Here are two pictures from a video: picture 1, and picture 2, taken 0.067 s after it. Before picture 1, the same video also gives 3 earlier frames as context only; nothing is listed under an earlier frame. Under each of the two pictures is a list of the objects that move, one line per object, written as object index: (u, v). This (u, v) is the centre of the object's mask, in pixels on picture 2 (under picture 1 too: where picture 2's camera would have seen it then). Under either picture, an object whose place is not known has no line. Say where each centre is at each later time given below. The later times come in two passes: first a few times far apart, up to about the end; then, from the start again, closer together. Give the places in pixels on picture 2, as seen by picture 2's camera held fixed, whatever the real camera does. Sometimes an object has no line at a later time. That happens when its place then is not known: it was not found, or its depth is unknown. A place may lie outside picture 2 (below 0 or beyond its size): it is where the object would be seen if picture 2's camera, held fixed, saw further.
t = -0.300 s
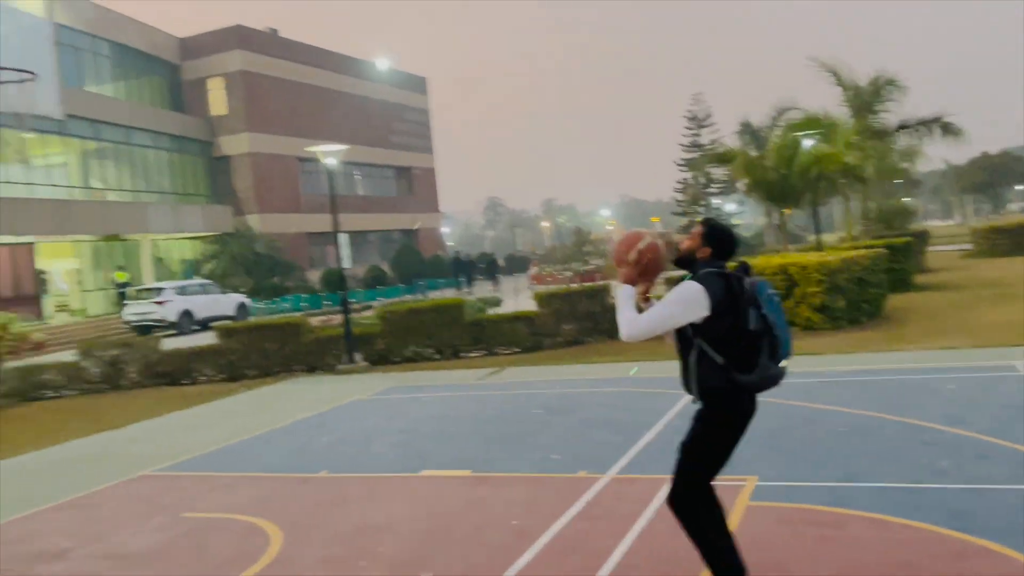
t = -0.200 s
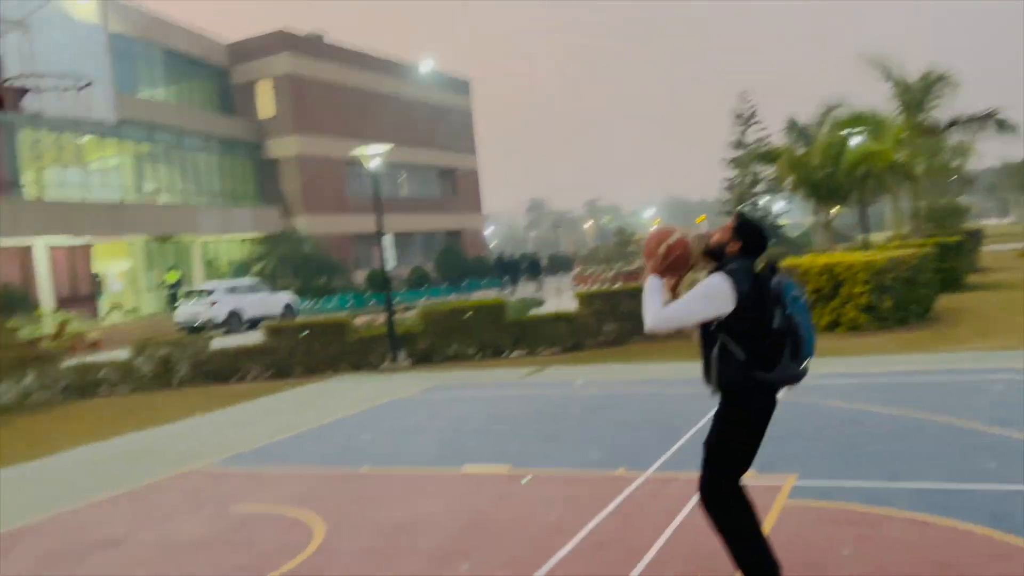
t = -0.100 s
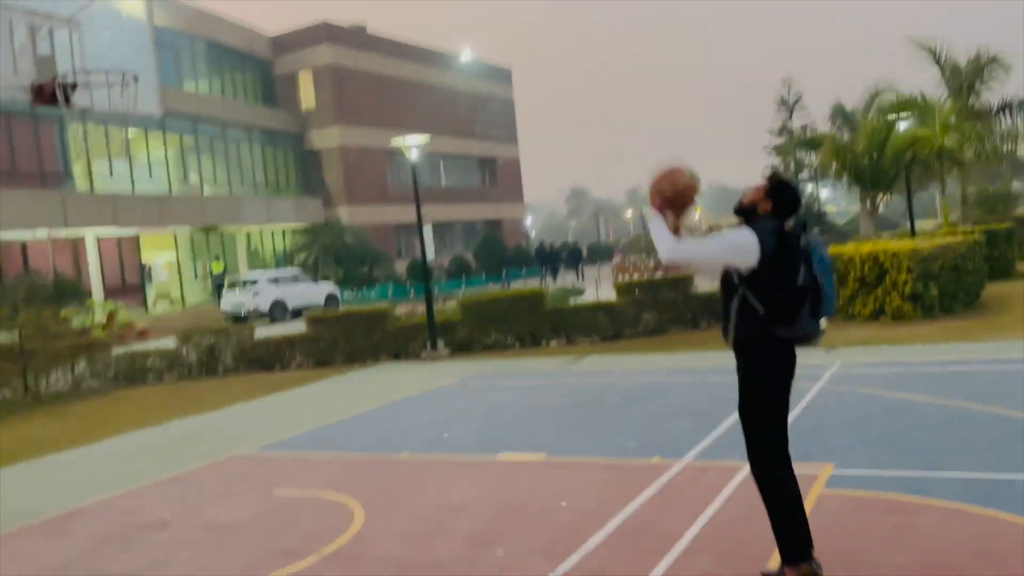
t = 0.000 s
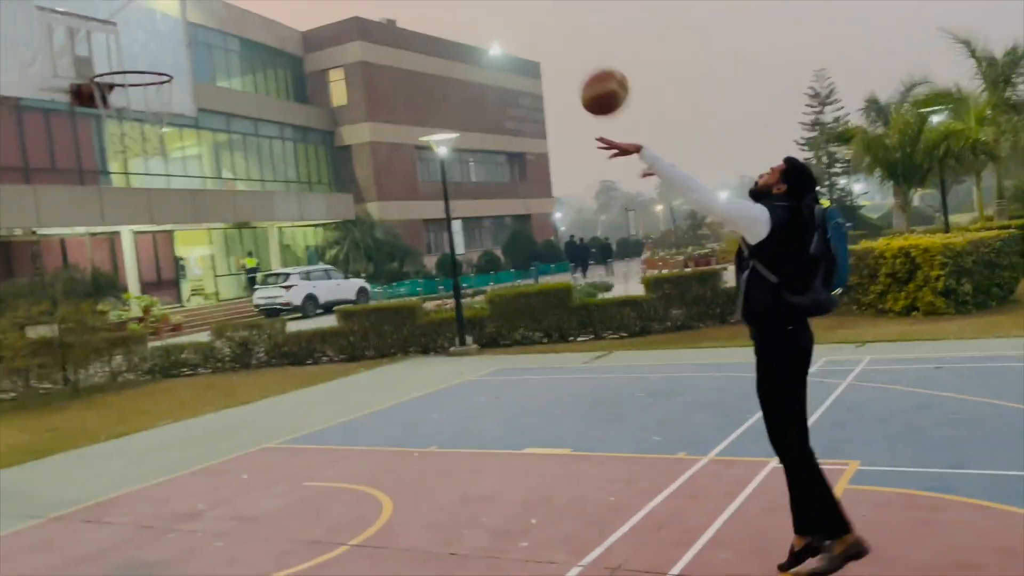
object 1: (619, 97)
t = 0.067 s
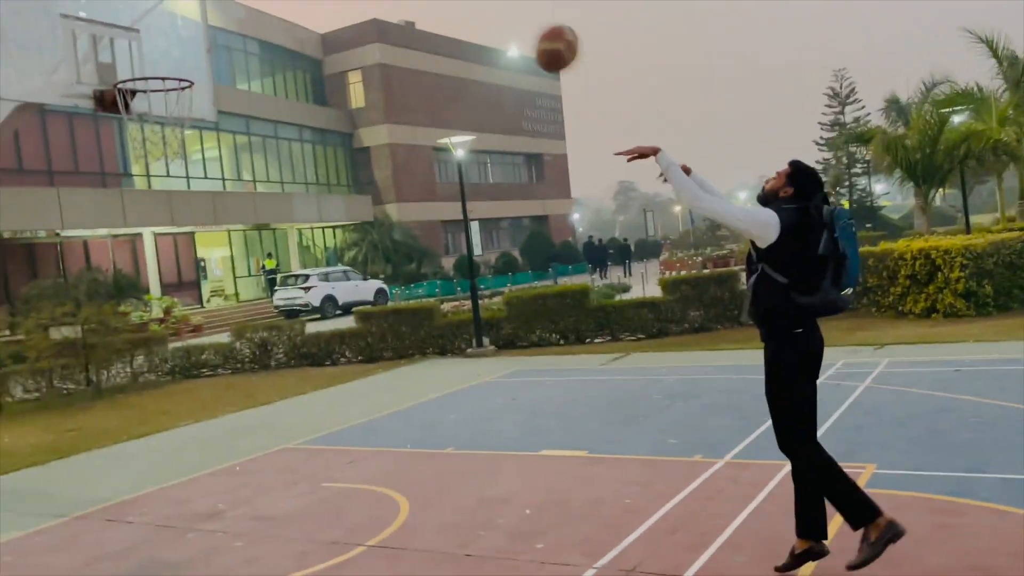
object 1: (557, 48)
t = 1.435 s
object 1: (249, 87)
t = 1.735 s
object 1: (333, 311)
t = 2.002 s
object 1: (377, 420)
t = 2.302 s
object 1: (353, 228)
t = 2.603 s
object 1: (348, 175)
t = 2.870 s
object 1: (355, 243)
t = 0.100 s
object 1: (527, 29)
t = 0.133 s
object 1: (498, 14)
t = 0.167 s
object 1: (471, 6)
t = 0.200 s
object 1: (446, -3)
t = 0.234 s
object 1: (421, -11)
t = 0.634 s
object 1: (191, 25)
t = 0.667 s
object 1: (178, 38)
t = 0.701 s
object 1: (163, 53)
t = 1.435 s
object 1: (249, 87)
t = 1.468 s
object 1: (258, 106)
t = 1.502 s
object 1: (266, 126)
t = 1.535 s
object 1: (276, 147)
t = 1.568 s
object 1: (286, 170)
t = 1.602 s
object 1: (293, 197)
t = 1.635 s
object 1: (304, 223)
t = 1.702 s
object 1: (323, 279)
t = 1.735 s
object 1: (333, 311)
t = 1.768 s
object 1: (343, 345)
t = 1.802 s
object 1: (354, 379)
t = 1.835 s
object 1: (366, 420)
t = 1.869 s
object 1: (377, 460)
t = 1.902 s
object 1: (388, 505)
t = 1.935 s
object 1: (386, 485)
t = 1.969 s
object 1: (382, 451)
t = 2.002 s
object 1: (377, 420)
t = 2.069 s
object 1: (369, 361)
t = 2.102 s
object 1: (367, 338)
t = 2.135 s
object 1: (364, 317)
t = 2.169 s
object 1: (361, 296)
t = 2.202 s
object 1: (359, 274)
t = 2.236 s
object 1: (356, 257)
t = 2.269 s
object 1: (355, 242)
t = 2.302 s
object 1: (353, 228)
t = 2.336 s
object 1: (351, 215)
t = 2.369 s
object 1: (350, 204)
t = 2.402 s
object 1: (348, 195)
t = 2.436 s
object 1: (348, 187)
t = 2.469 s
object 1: (347, 181)
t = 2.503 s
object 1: (347, 177)
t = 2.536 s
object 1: (348, 174)
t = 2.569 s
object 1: (348, 174)
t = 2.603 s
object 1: (348, 175)
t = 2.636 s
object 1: (349, 176)
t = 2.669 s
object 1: (348, 182)
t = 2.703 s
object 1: (348, 188)
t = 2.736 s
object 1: (349, 196)
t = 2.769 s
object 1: (350, 206)
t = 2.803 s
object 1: (352, 216)
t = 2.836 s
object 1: (353, 230)
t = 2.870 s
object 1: (355, 243)
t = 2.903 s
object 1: (358, 258)
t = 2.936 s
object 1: (362, 273)
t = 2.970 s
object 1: (365, 294)
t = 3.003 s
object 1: (366, 316)
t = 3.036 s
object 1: (368, 338)
